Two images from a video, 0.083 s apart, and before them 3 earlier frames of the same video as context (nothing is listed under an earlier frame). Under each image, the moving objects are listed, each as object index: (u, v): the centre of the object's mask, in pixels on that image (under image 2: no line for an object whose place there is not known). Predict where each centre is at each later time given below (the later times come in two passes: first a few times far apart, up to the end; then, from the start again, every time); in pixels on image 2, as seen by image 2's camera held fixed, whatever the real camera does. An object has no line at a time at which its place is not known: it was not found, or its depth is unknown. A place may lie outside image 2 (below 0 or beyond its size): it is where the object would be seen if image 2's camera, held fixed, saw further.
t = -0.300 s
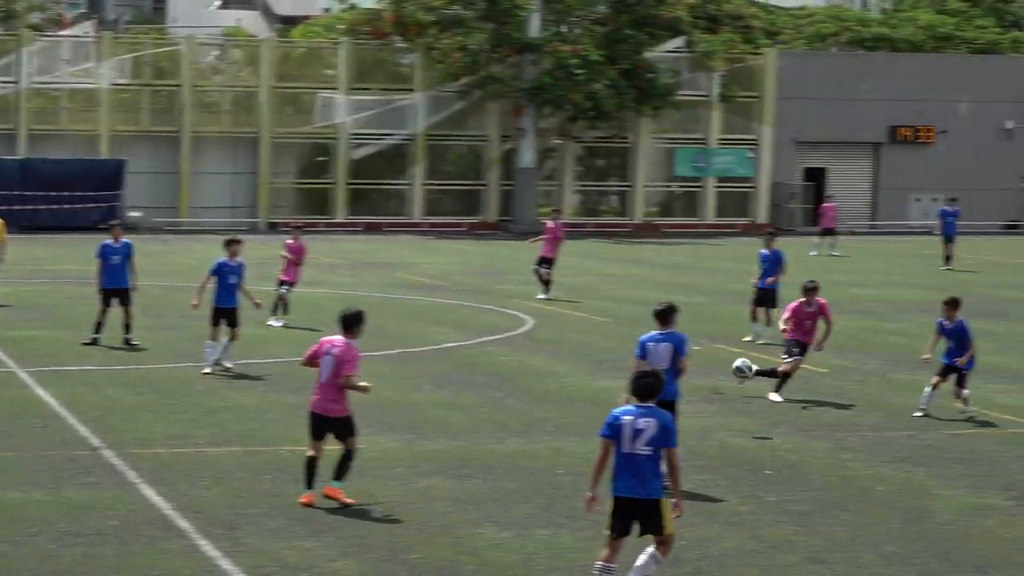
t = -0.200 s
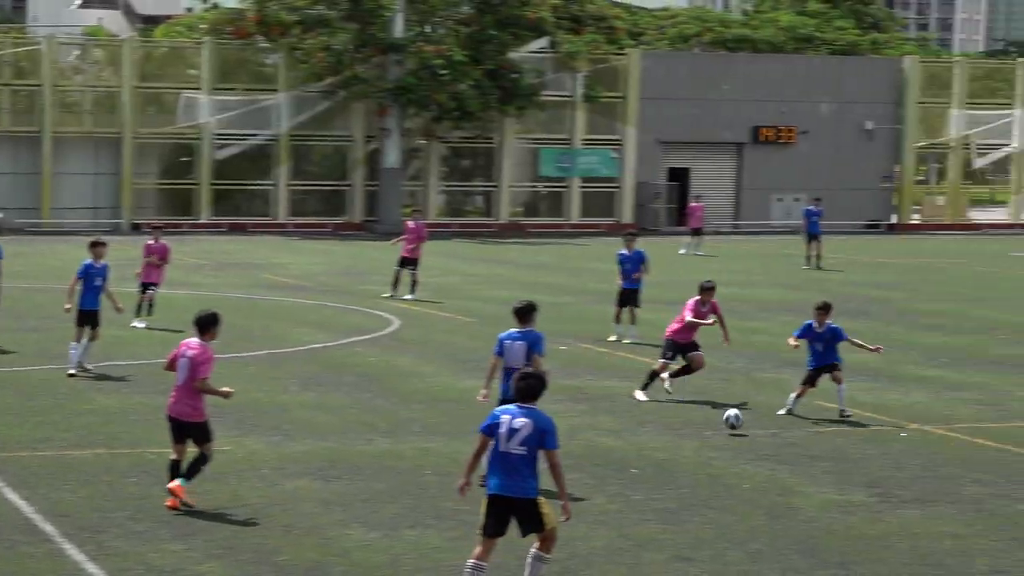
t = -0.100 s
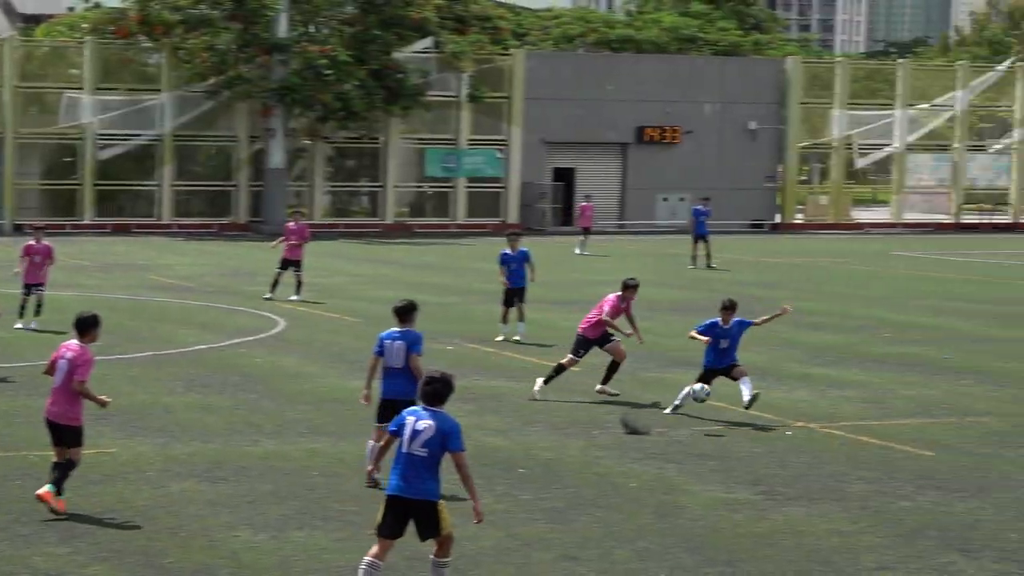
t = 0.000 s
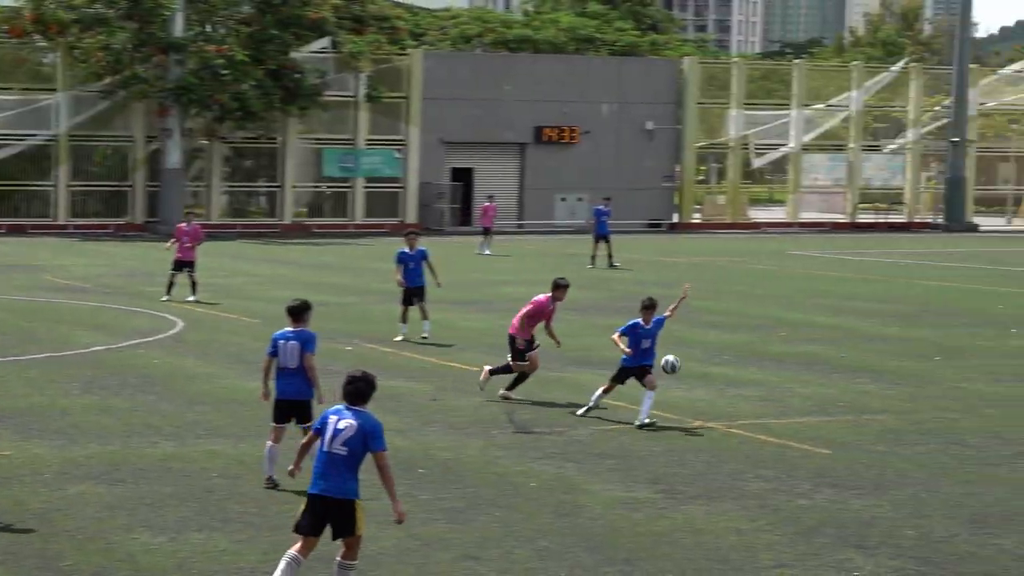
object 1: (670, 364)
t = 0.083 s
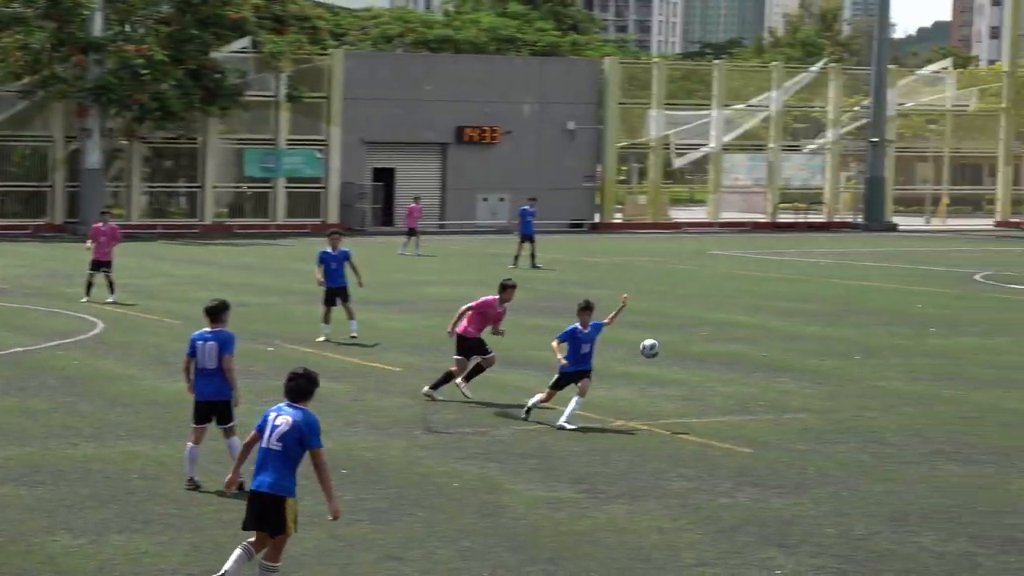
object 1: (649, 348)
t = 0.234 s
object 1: (746, 337)
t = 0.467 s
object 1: (887, 361)
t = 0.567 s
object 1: (944, 385)
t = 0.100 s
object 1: (661, 346)
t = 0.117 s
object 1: (672, 344)
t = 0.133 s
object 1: (682, 342)
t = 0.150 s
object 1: (693, 341)
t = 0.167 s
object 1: (704, 339)
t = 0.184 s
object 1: (715, 338)
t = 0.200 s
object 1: (725, 338)
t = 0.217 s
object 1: (735, 337)
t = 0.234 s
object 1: (746, 337)
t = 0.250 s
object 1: (757, 337)
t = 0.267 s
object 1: (767, 338)
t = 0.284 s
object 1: (777, 338)
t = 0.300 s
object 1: (788, 338)
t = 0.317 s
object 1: (798, 339)
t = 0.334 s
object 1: (808, 341)
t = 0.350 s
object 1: (818, 343)
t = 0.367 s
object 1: (829, 344)
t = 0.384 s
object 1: (839, 347)
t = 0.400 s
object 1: (848, 349)
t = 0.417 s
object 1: (858, 351)
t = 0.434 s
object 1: (868, 354)
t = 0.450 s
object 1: (878, 357)
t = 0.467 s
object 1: (887, 361)
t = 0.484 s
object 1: (897, 363)
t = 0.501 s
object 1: (907, 368)
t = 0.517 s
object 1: (915, 372)
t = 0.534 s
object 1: (925, 376)
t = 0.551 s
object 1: (934, 380)
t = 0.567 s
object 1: (944, 385)
